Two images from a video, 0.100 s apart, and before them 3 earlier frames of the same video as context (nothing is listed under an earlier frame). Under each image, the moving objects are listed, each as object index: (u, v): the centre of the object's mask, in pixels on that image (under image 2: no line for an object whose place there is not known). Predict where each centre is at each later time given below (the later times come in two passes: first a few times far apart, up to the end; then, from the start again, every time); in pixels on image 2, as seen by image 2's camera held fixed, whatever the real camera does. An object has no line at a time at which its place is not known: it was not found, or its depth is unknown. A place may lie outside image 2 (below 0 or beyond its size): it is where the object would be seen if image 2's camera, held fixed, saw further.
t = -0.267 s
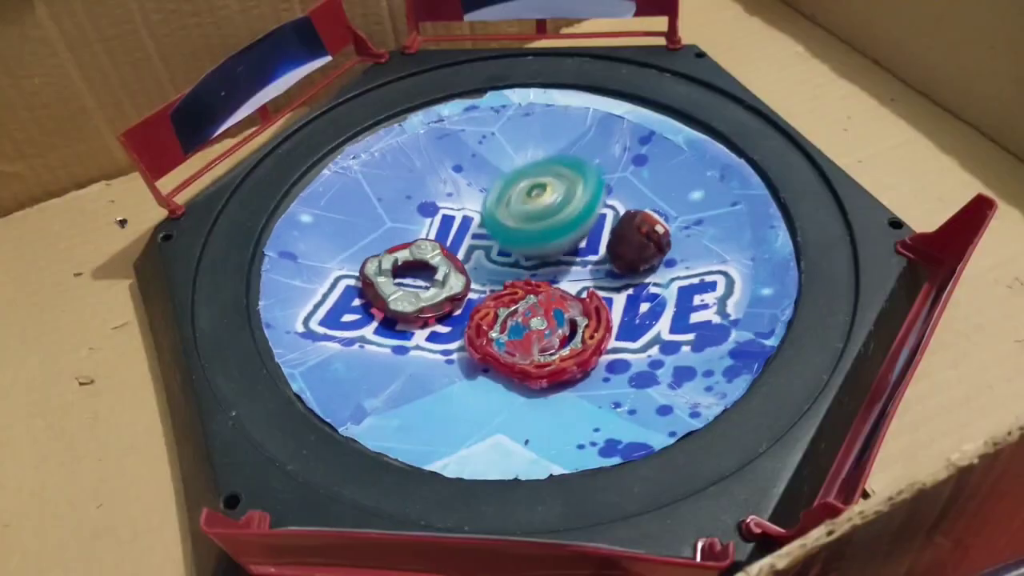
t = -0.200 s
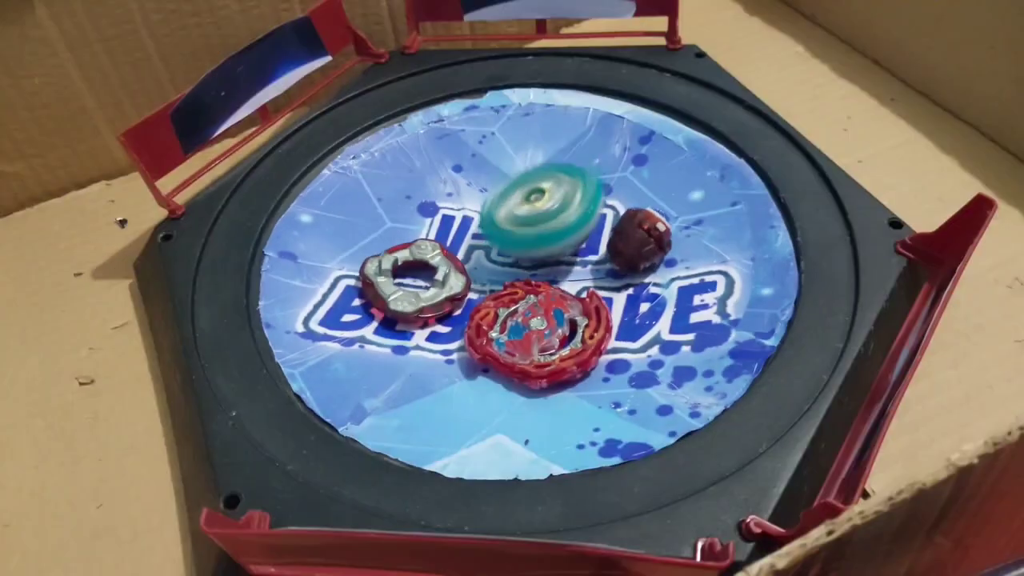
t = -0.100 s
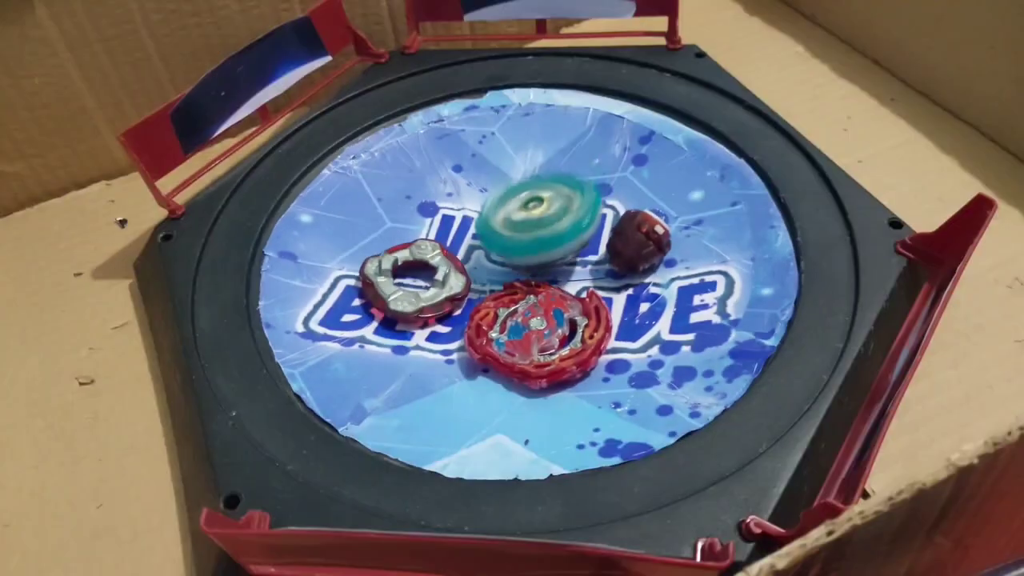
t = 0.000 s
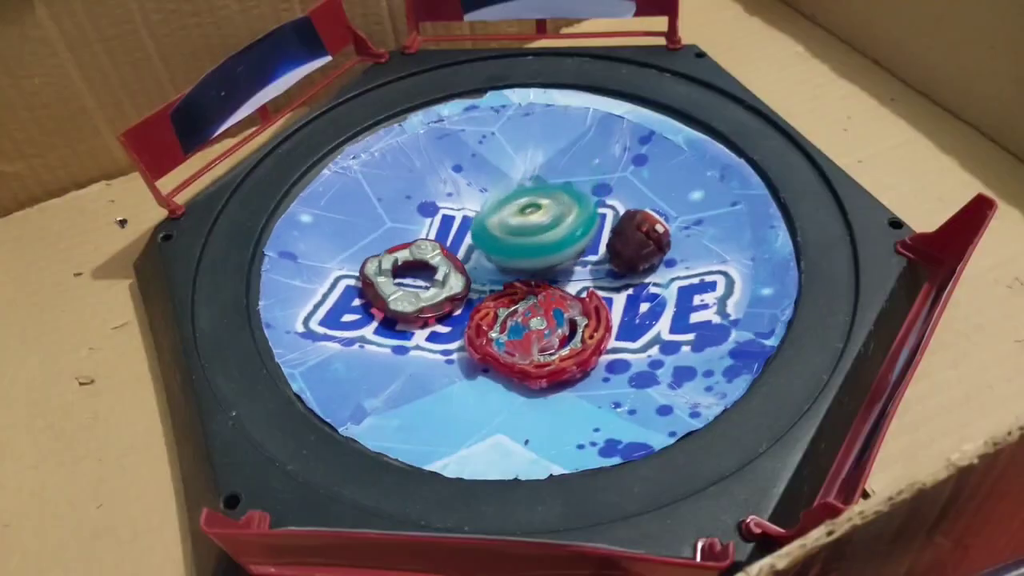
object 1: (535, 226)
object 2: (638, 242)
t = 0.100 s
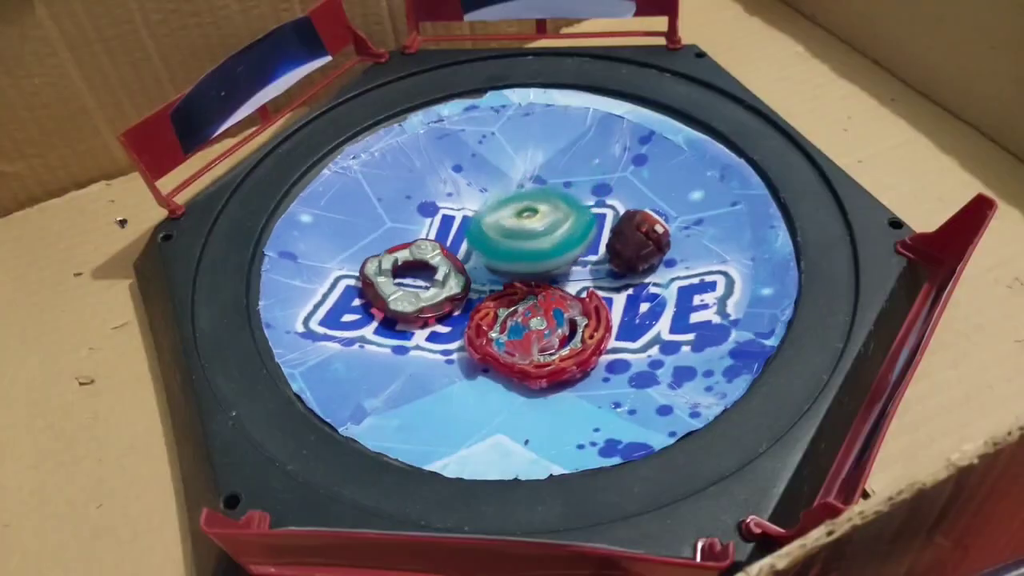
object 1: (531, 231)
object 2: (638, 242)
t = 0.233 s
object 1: (525, 234)
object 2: (638, 242)
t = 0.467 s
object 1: (523, 231)
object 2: (638, 242)
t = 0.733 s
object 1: (536, 213)
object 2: (637, 242)
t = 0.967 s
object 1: (547, 207)
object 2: (671, 255)
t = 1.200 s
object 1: (562, 210)
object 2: (692, 325)
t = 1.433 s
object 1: (564, 226)
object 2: (645, 277)
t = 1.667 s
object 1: (553, 237)
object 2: (632, 289)
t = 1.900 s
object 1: (525, 231)
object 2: (698, 319)
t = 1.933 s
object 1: (523, 229)
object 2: (727, 337)
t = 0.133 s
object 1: (530, 232)
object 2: (638, 242)
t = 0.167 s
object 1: (527, 233)
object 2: (638, 242)
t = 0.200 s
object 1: (526, 233)
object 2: (638, 242)
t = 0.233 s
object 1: (525, 234)
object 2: (638, 242)
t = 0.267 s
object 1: (524, 234)
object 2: (638, 242)
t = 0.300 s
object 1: (523, 234)
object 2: (638, 242)
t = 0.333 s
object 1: (523, 234)
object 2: (638, 242)
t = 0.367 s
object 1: (522, 233)
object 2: (638, 242)
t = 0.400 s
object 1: (521, 233)
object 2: (638, 242)
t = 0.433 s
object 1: (521, 232)
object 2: (638, 242)
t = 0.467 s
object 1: (523, 231)
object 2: (638, 242)
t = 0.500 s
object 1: (527, 227)
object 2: (638, 242)
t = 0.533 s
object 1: (529, 225)
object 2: (638, 242)
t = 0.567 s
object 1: (531, 222)
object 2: (637, 242)
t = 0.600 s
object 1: (533, 221)
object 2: (637, 242)
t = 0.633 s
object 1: (534, 219)
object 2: (637, 242)
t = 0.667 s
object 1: (535, 217)
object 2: (637, 242)
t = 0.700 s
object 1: (536, 215)
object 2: (637, 242)
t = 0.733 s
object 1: (536, 213)
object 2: (637, 242)
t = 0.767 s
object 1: (537, 211)
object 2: (637, 242)
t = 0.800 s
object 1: (539, 210)
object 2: (637, 242)
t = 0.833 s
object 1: (540, 209)
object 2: (637, 242)
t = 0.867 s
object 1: (541, 208)
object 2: (637, 242)
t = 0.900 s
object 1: (545, 207)
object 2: (637, 242)
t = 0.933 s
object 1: (547, 207)
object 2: (644, 244)
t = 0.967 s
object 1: (547, 207)
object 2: (671, 255)
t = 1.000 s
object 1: (549, 205)
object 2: (696, 270)
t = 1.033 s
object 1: (551, 205)
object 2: (717, 290)
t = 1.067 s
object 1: (553, 206)
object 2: (731, 303)
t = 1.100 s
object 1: (556, 207)
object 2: (732, 307)
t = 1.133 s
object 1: (558, 208)
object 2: (726, 314)
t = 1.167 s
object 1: (560, 209)
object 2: (712, 323)
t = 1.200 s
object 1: (562, 210)
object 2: (692, 325)
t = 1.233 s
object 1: (563, 213)
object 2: (668, 323)
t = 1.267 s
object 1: (564, 215)
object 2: (647, 316)
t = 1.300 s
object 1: (564, 217)
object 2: (631, 312)
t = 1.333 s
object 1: (565, 220)
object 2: (629, 296)
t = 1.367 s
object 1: (566, 222)
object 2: (628, 281)
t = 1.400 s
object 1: (565, 224)
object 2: (638, 278)
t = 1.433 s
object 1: (564, 226)
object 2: (645, 277)
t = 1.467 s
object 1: (563, 226)
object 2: (645, 276)
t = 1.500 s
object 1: (562, 229)
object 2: (641, 275)
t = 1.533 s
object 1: (560, 231)
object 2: (639, 283)
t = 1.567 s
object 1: (557, 234)
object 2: (638, 287)
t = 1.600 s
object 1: (556, 235)
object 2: (637, 290)
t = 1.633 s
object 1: (555, 236)
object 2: (634, 290)
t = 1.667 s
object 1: (553, 237)
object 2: (632, 289)
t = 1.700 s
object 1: (552, 237)
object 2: (632, 288)
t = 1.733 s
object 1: (550, 238)
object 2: (633, 287)
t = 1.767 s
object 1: (544, 238)
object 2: (633, 286)
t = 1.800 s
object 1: (541, 238)
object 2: (630, 285)
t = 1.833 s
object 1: (537, 237)
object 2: (629, 286)
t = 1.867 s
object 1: (532, 235)
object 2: (662, 297)
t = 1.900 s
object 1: (525, 231)
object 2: (698, 319)
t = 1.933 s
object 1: (523, 229)
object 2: (727, 337)
